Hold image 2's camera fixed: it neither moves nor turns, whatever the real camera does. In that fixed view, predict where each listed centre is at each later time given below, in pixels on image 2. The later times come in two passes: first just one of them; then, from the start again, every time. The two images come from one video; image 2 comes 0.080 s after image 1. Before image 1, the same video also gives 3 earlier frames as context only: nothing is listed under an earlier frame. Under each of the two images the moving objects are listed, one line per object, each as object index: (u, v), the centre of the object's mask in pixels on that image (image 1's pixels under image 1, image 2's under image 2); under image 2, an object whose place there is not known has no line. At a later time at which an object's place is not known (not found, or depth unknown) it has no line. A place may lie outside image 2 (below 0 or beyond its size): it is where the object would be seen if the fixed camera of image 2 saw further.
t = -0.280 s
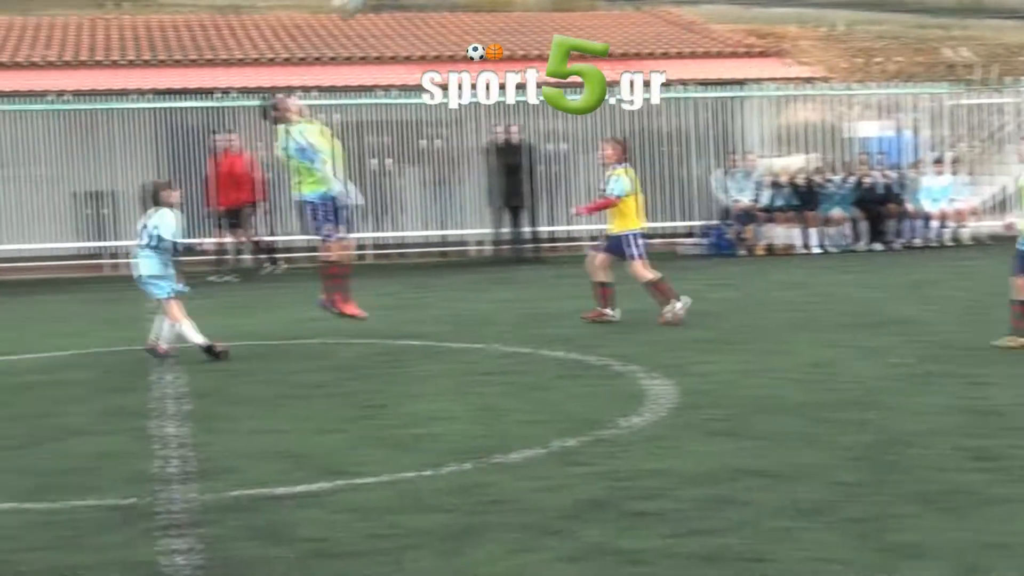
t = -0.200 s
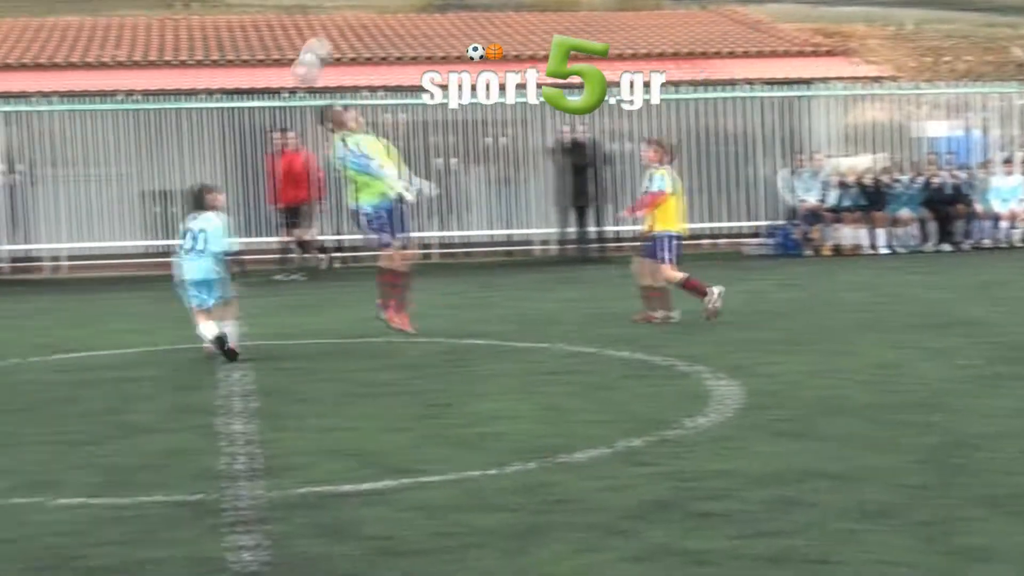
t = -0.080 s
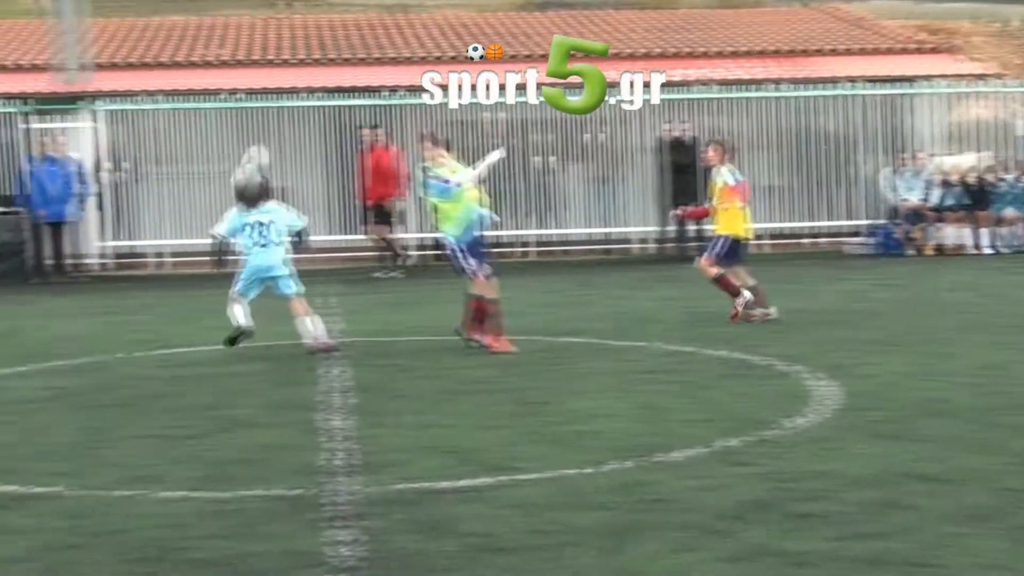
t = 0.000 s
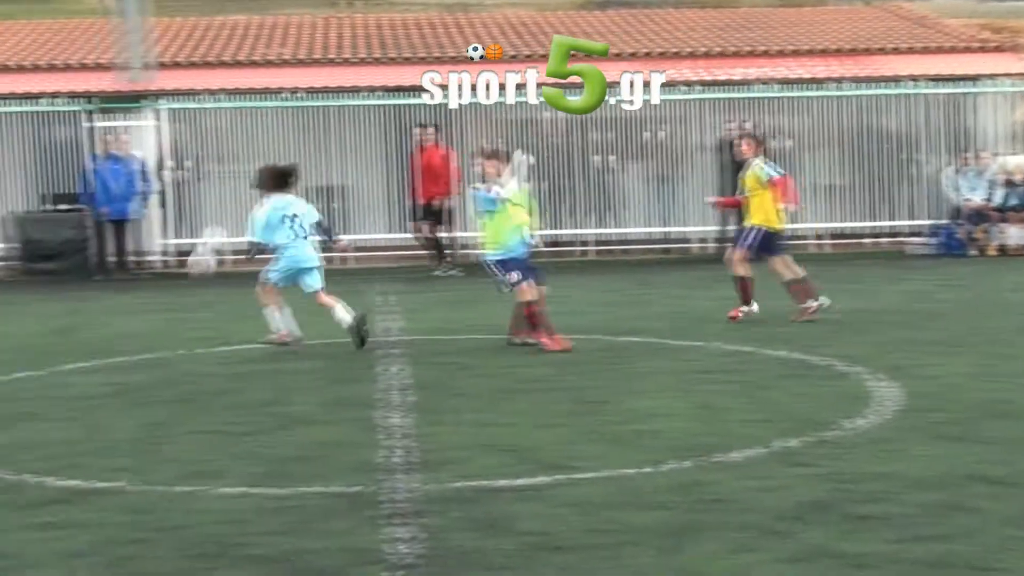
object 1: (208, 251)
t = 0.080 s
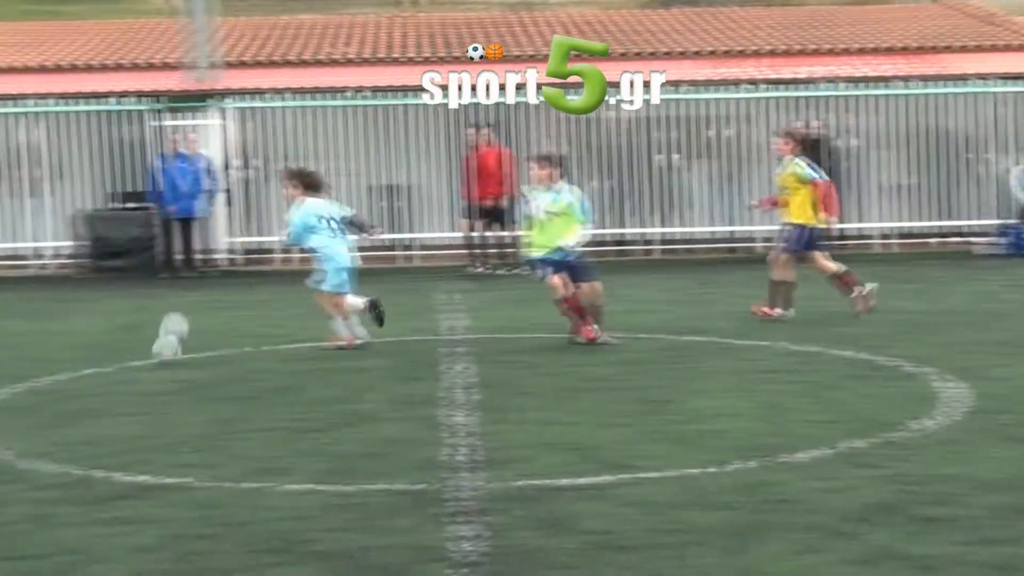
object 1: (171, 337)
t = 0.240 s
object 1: (74, 262)
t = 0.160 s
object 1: (117, 305)
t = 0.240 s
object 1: (74, 262)
